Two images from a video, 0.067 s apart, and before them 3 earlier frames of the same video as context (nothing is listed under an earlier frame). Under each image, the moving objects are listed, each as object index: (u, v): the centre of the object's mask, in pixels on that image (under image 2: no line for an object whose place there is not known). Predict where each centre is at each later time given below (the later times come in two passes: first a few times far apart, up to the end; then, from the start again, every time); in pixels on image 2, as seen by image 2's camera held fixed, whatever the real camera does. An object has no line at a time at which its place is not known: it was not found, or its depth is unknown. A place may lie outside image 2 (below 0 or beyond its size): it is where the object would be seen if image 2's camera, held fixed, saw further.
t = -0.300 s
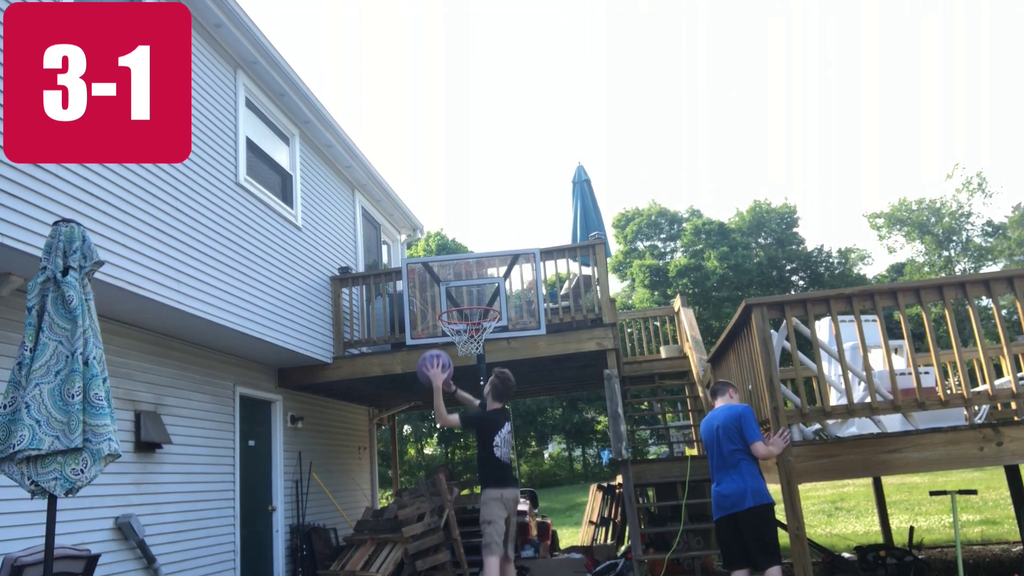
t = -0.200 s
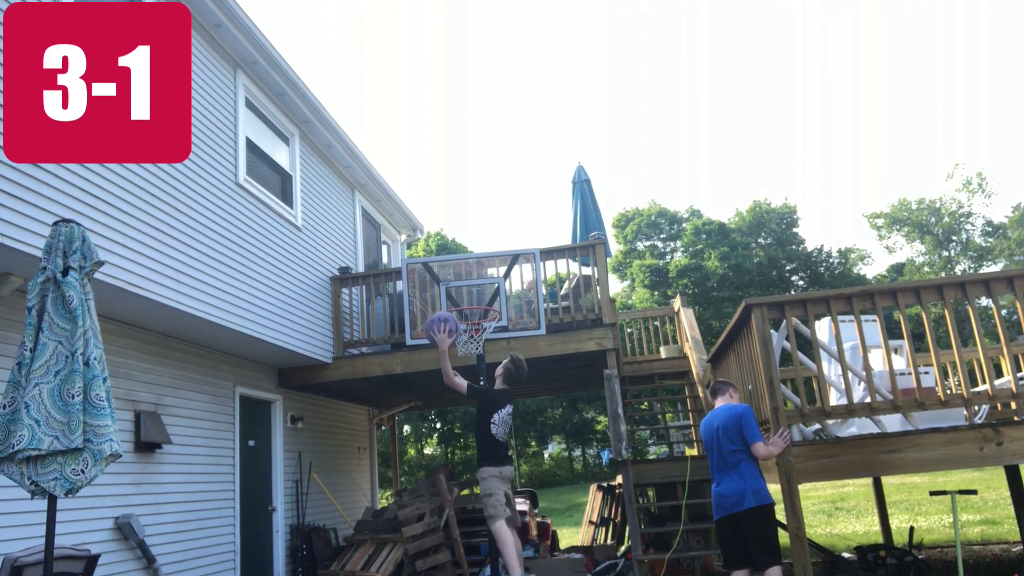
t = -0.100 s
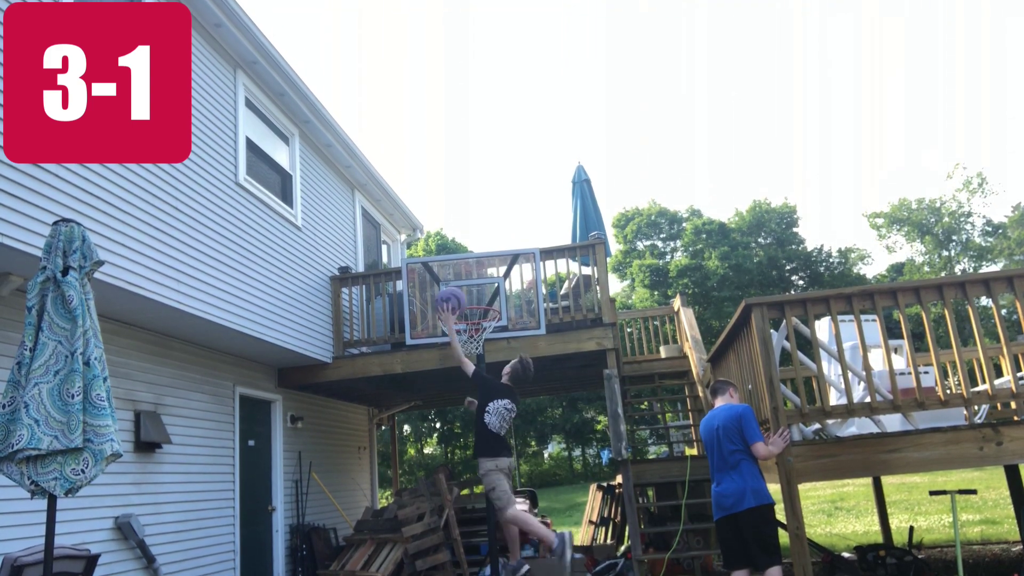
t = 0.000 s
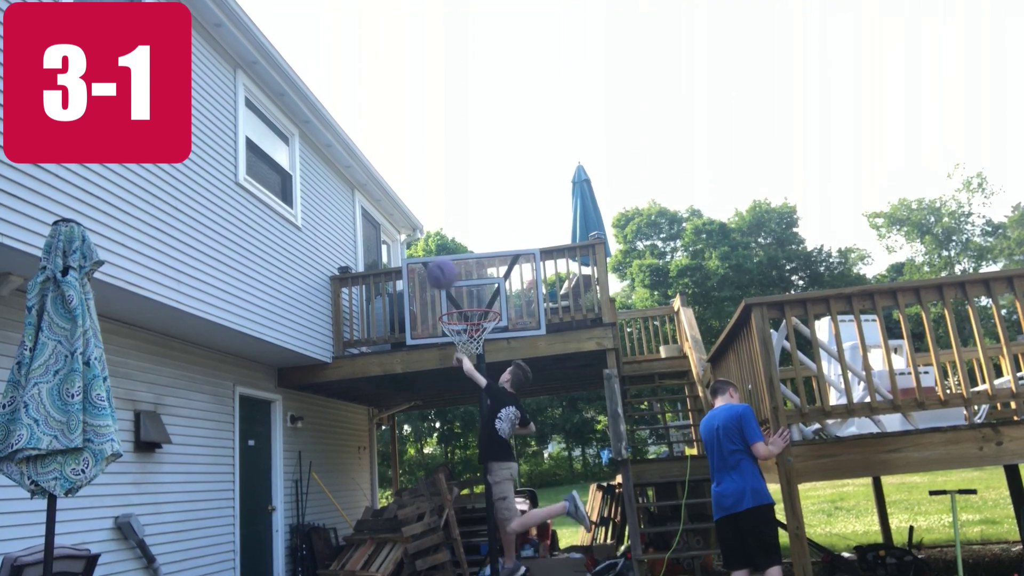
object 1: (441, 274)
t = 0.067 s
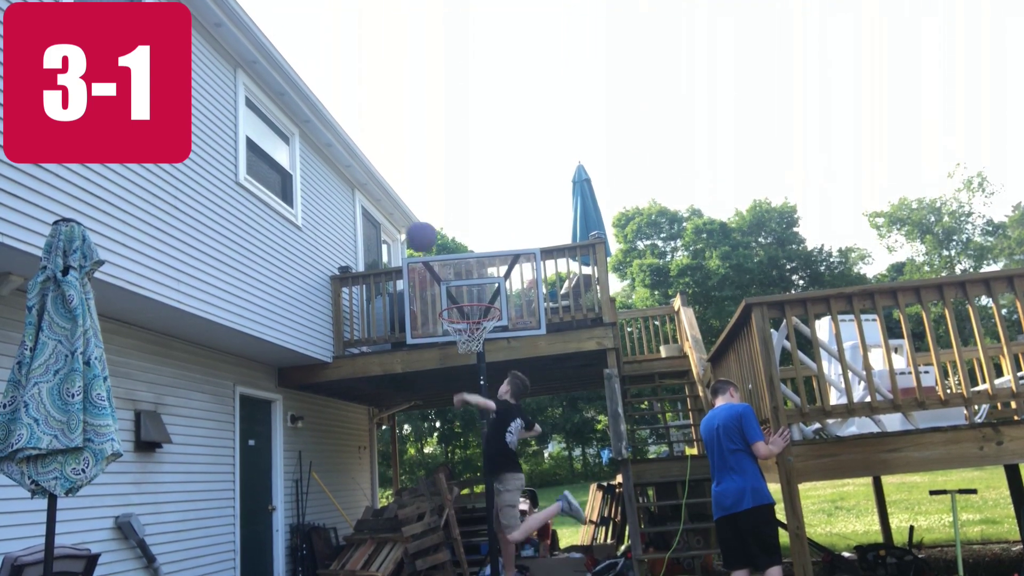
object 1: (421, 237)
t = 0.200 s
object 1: (378, 175)
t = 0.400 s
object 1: (304, 113)
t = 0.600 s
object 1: (212, 102)
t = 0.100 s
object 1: (411, 220)
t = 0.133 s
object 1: (400, 204)
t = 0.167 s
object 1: (389, 189)
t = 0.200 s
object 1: (378, 175)
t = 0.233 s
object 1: (366, 162)
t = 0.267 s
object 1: (354, 150)
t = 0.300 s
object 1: (342, 139)
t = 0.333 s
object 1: (329, 129)
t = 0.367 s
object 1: (316, 121)
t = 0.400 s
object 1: (304, 113)
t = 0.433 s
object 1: (290, 108)
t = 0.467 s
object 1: (275, 103)
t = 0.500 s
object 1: (260, 100)
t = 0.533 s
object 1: (245, 99)
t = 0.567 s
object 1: (228, 100)
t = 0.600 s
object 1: (212, 102)
